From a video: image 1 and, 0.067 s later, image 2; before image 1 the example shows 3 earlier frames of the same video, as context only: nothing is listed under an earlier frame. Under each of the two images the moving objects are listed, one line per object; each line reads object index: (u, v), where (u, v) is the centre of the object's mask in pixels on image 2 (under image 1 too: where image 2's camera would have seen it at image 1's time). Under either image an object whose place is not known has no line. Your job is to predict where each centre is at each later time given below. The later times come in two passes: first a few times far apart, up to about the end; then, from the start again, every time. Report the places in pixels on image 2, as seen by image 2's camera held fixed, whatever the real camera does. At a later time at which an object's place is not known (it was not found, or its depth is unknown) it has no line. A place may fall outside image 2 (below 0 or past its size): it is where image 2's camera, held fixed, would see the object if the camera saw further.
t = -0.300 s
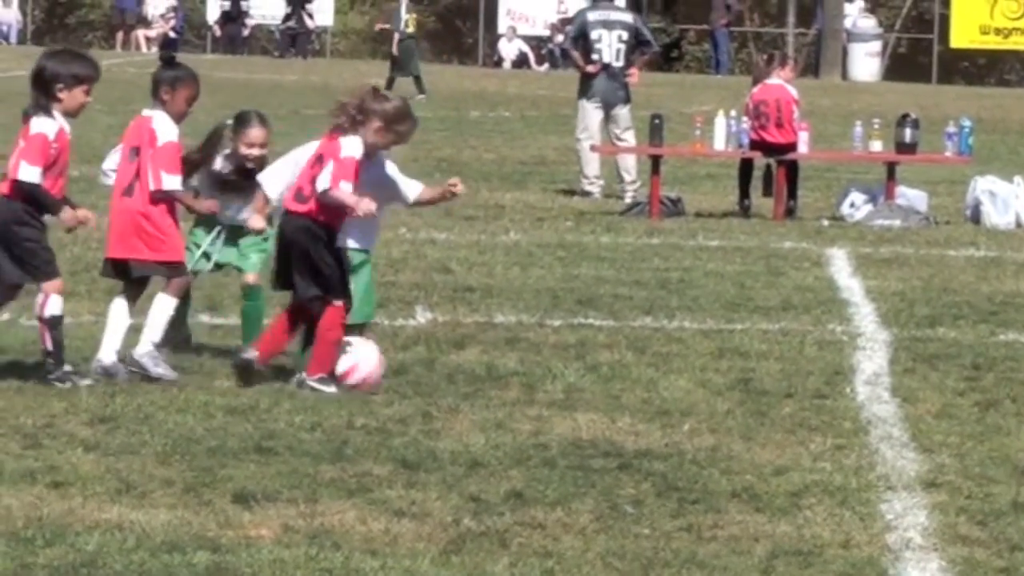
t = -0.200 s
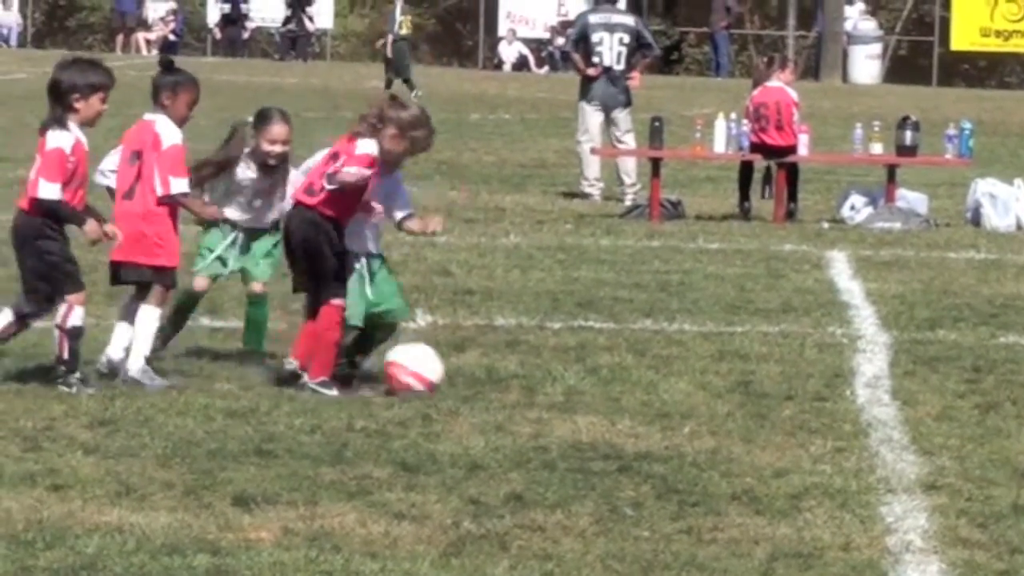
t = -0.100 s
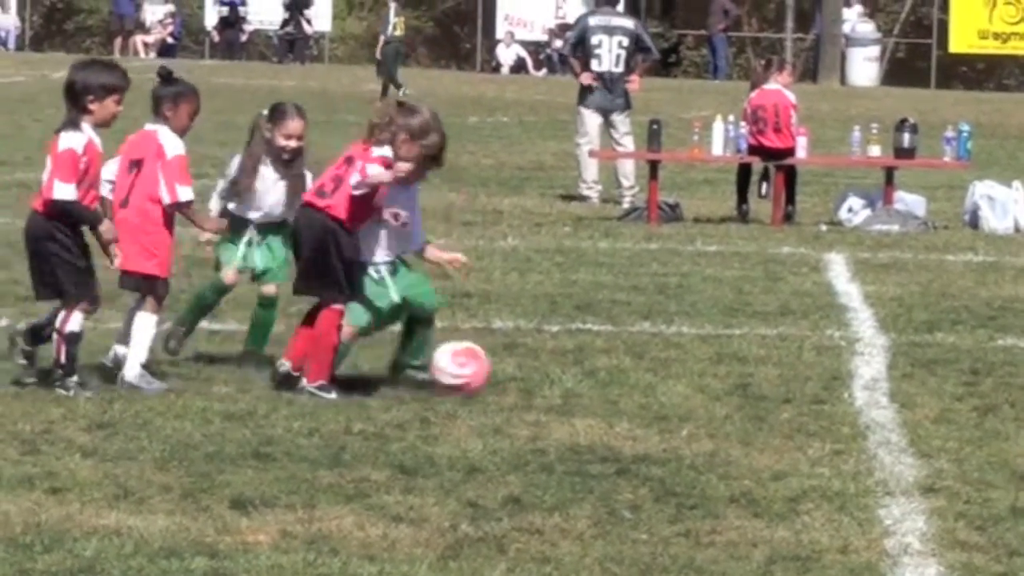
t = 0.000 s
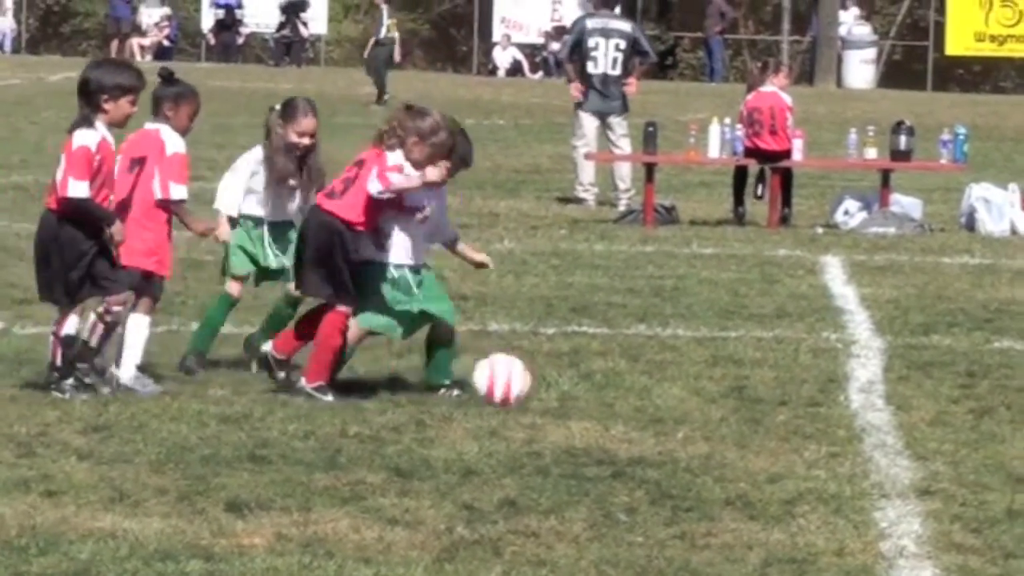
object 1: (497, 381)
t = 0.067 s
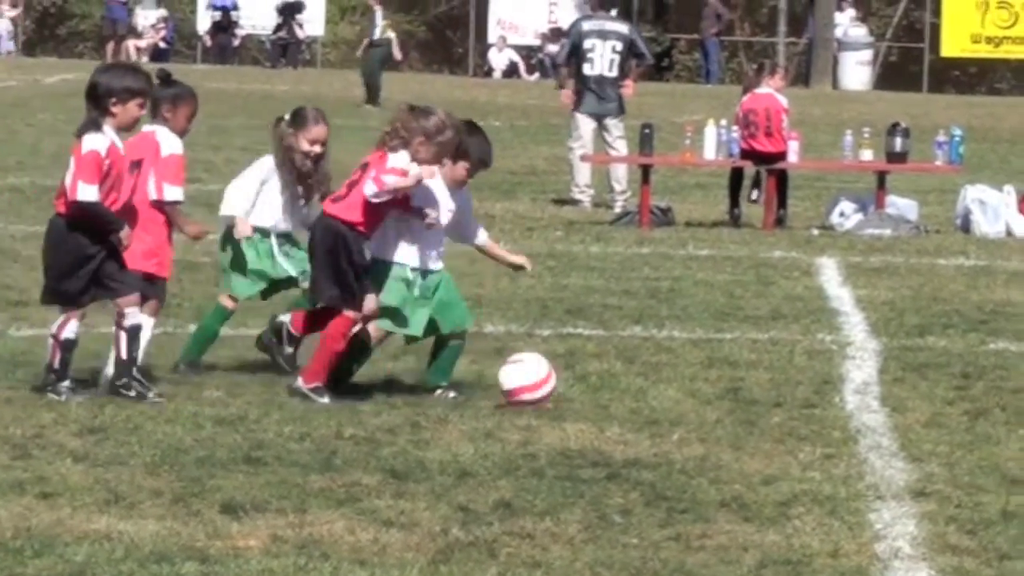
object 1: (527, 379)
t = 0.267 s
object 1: (616, 386)
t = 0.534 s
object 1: (717, 387)
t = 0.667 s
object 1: (761, 390)
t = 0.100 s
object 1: (542, 382)
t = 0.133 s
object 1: (556, 384)
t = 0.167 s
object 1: (571, 382)
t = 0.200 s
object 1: (586, 383)
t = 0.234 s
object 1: (601, 384)
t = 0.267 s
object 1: (616, 386)
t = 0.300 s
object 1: (630, 387)
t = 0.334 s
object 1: (644, 387)
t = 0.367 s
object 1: (656, 385)
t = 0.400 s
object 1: (668, 385)
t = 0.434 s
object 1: (681, 388)
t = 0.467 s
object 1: (692, 387)
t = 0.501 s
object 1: (704, 387)
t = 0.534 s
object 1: (717, 387)
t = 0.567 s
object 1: (728, 390)
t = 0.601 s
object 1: (739, 390)
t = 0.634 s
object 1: (750, 390)
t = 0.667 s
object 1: (761, 390)
